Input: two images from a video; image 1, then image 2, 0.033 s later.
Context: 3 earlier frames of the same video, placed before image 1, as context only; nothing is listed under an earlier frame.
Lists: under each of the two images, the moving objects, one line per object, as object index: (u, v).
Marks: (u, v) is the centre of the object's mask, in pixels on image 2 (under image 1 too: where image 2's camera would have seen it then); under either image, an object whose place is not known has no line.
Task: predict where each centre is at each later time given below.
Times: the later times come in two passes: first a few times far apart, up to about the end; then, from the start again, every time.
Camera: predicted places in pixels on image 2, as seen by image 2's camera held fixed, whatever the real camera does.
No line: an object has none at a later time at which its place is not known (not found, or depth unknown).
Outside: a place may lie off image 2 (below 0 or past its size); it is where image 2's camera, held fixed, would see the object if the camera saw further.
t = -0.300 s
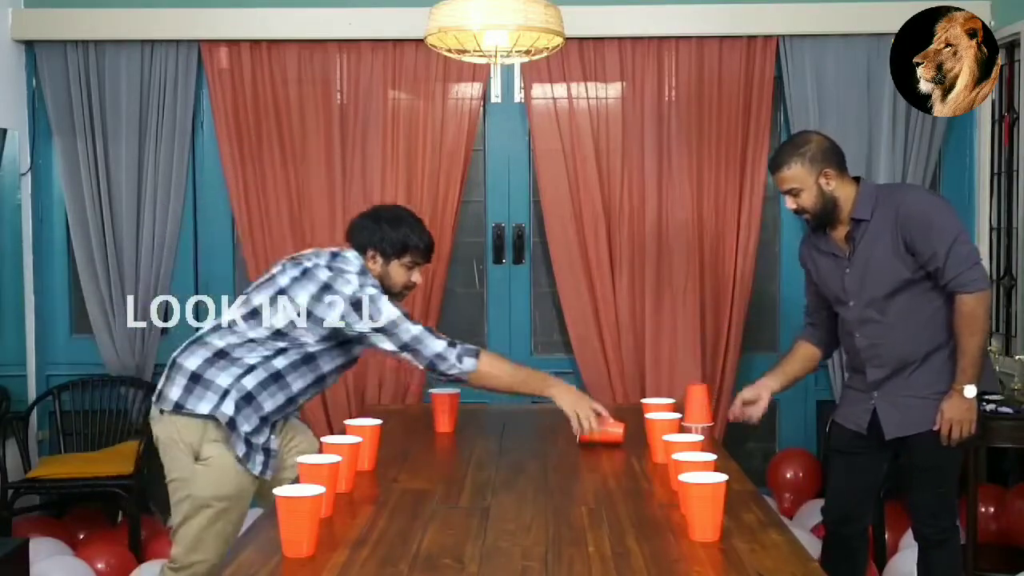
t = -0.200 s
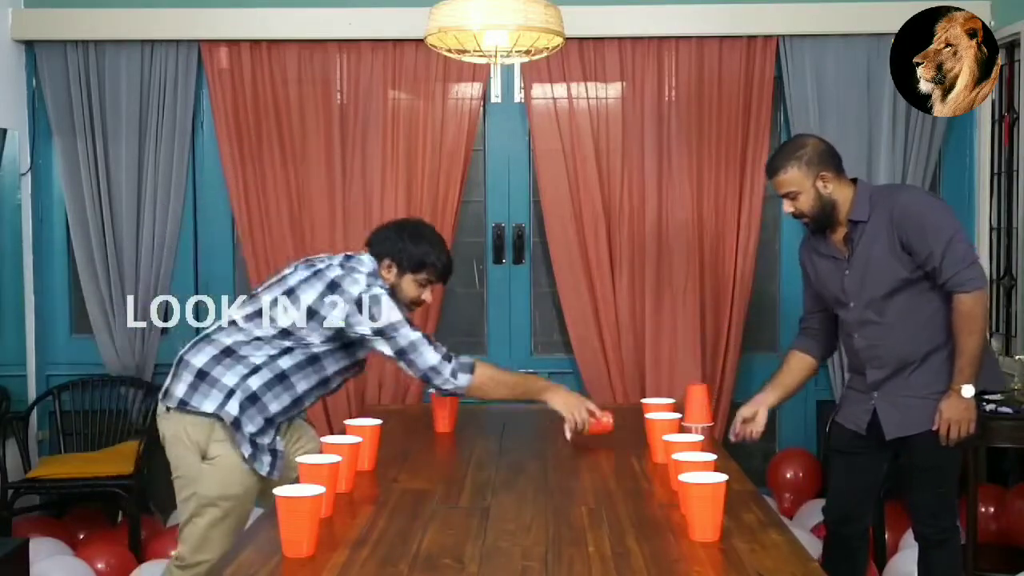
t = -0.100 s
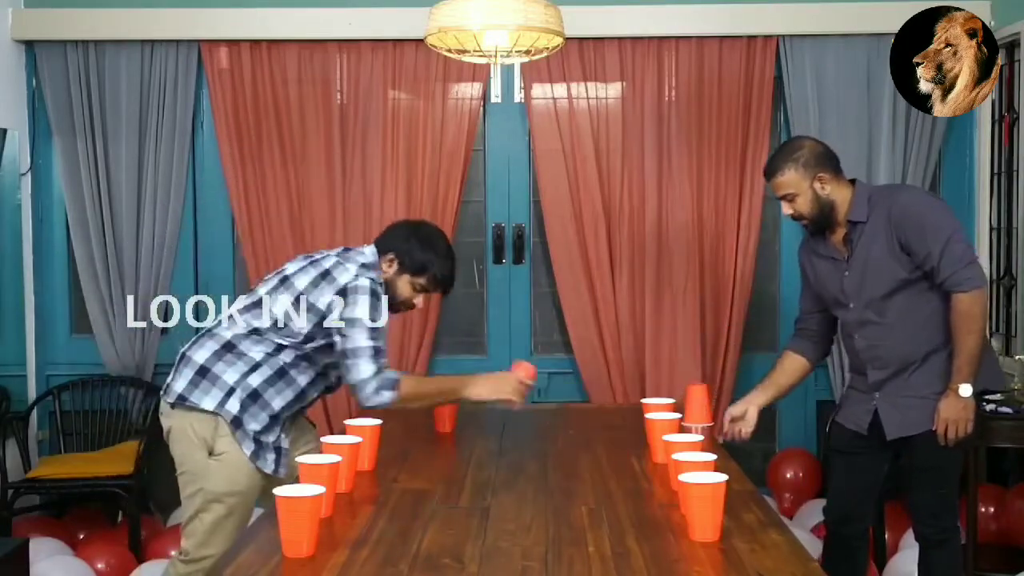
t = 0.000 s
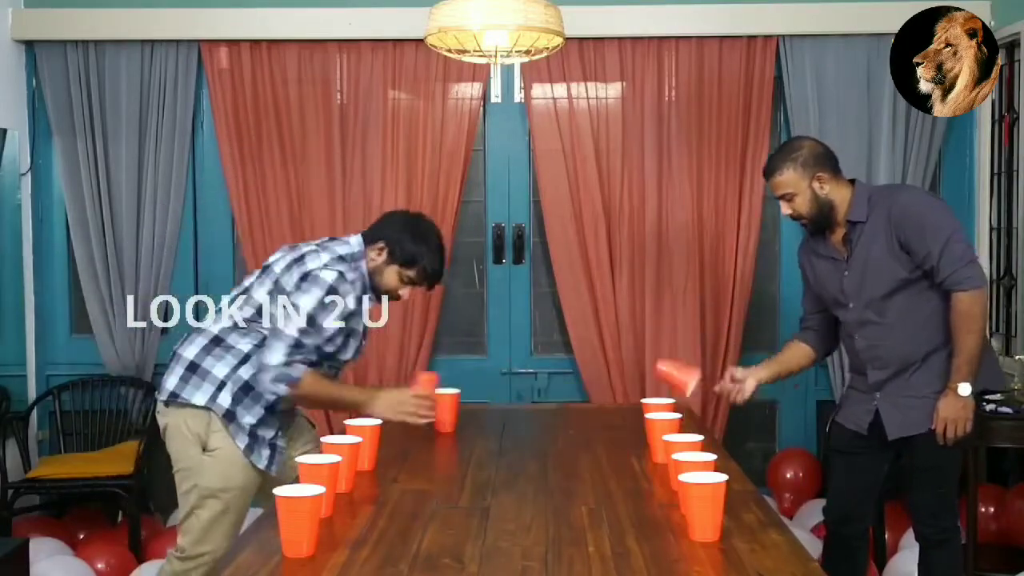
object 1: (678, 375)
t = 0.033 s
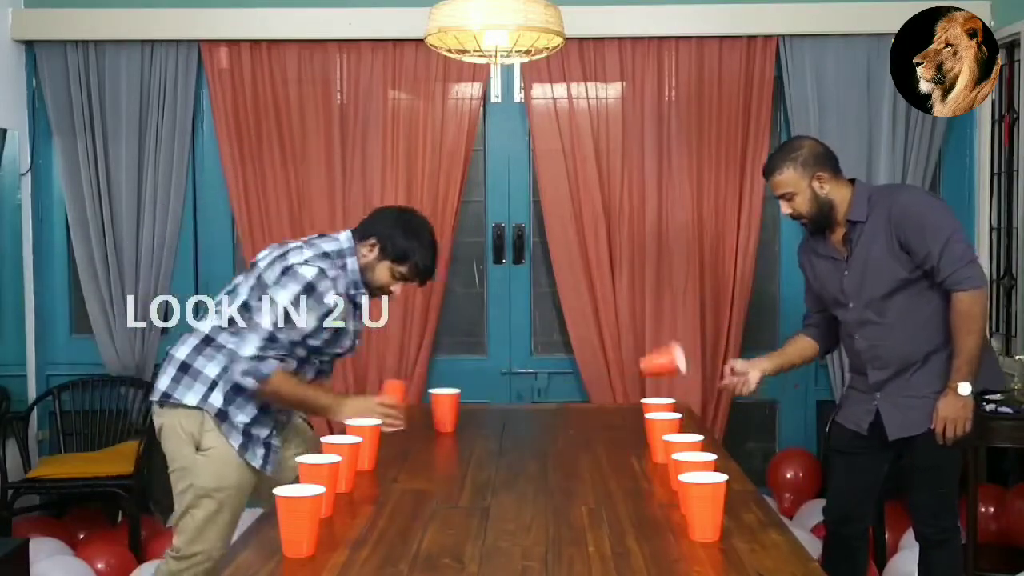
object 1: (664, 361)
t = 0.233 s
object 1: (597, 372)
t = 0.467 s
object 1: (554, 406)
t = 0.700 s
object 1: (533, 412)
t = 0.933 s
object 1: (519, 415)
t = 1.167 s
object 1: (504, 415)
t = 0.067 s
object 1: (653, 354)
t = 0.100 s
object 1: (643, 350)
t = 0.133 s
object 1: (629, 350)
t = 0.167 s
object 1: (620, 352)
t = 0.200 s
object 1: (610, 358)
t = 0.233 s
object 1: (597, 372)
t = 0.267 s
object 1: (590, 384)
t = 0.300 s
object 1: (584, 397)
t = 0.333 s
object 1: (575, 403)
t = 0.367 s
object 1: (570, 402)
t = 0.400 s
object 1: (564, 403)
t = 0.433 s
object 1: (558, 405)
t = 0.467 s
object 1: (554, 406)
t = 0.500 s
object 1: (551, 406)
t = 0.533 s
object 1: (548, 407)
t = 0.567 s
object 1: (545, 408)
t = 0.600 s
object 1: (543, 409)
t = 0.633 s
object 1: (539, 412)
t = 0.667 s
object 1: (535, 415)
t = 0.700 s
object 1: (533, 412)
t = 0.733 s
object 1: (531, 411)
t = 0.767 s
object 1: (529, 412)
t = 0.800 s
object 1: (527, 413)
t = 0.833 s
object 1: (524, 416)
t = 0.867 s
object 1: (522, 414)
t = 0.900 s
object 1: (521, 414)
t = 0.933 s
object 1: (519, 415)
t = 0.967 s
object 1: (517, 416)
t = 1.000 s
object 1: (515, 415)
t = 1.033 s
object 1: (513, 415)
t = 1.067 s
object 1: (511, 415)
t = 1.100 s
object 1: (509, 415)
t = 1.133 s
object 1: (506, 415)
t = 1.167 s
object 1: (504, 415)
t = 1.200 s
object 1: (502, 415)
